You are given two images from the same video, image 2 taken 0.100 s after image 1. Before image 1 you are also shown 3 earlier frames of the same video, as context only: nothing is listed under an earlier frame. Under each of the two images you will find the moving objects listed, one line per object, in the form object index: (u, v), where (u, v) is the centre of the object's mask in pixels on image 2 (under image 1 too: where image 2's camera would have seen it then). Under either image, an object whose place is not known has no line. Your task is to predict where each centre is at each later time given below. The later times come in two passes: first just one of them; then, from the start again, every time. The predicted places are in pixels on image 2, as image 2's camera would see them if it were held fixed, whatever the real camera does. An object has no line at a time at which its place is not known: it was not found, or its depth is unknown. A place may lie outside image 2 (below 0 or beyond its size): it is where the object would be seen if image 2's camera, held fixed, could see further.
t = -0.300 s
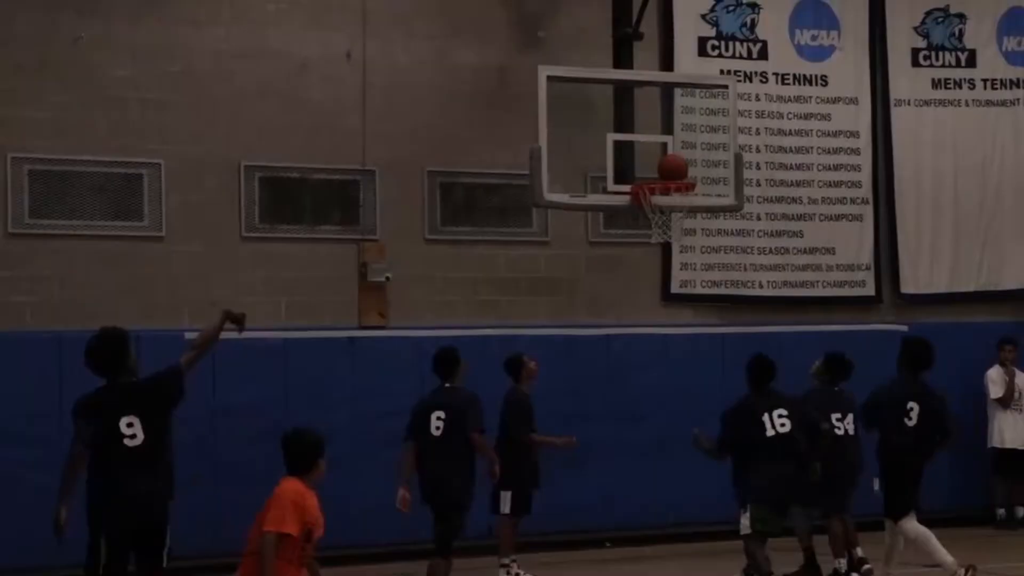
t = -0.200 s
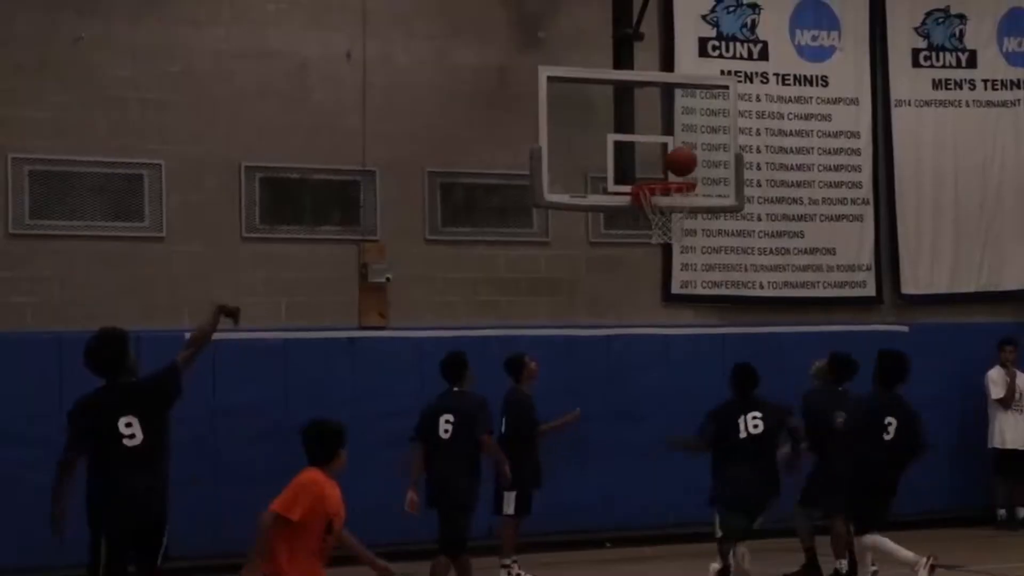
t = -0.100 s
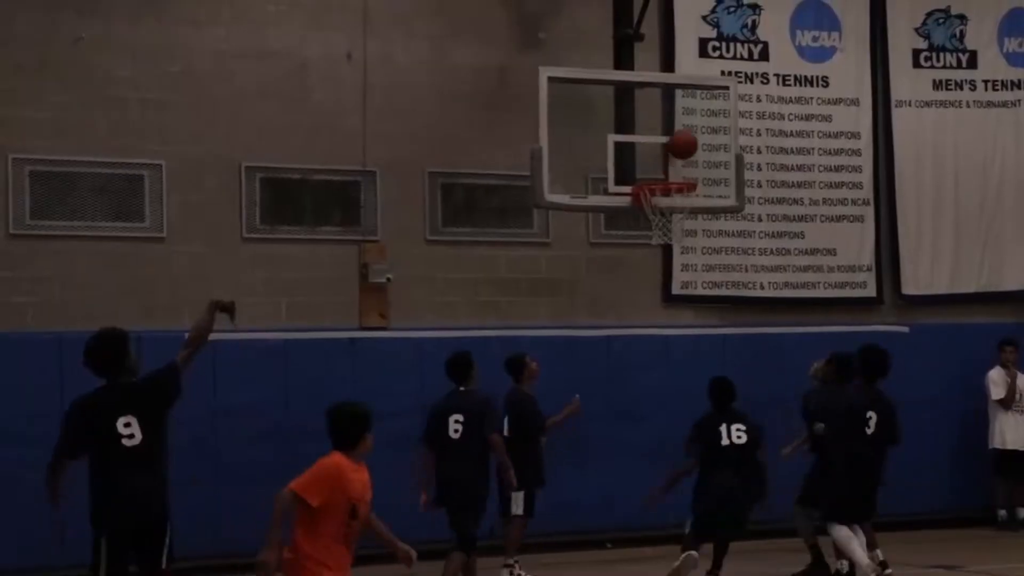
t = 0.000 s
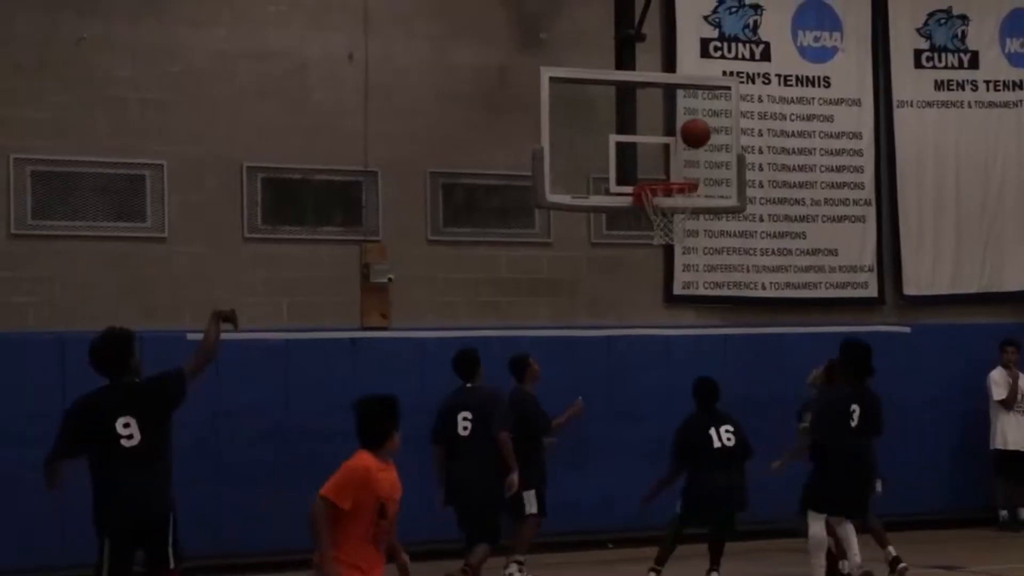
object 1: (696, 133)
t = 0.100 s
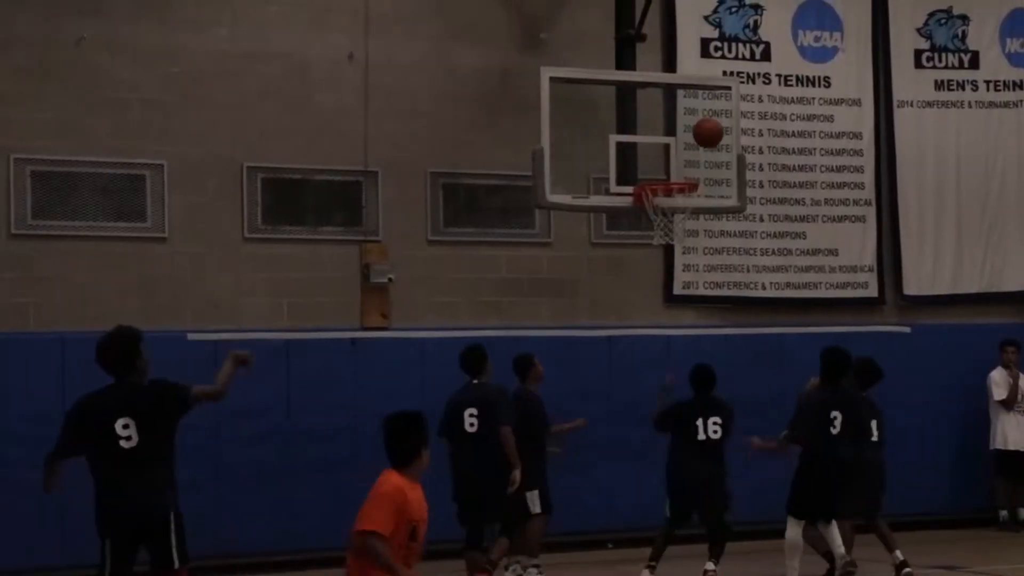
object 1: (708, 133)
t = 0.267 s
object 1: (729, 159)
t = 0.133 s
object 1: (712, 135)
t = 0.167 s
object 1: (716, 139)
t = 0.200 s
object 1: (721, 144)
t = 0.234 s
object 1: (725, 151)
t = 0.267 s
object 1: (729, 159)
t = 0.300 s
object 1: (734, 169)
